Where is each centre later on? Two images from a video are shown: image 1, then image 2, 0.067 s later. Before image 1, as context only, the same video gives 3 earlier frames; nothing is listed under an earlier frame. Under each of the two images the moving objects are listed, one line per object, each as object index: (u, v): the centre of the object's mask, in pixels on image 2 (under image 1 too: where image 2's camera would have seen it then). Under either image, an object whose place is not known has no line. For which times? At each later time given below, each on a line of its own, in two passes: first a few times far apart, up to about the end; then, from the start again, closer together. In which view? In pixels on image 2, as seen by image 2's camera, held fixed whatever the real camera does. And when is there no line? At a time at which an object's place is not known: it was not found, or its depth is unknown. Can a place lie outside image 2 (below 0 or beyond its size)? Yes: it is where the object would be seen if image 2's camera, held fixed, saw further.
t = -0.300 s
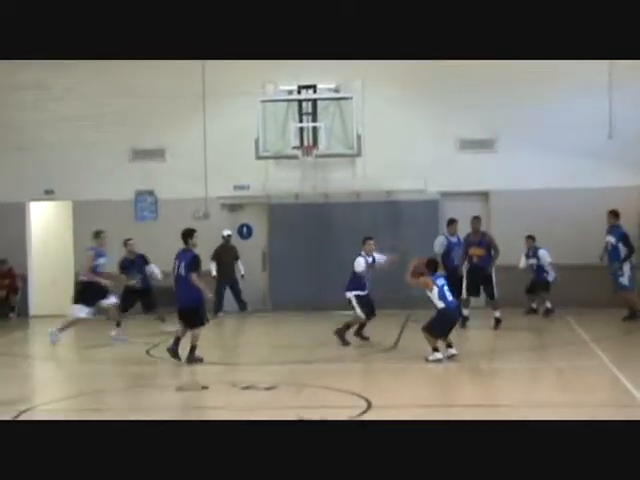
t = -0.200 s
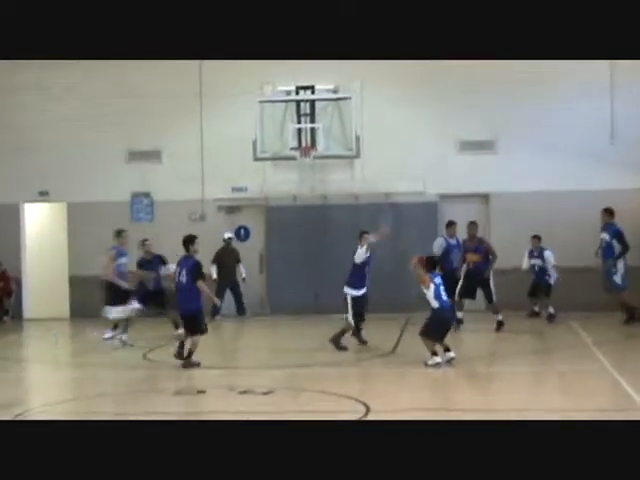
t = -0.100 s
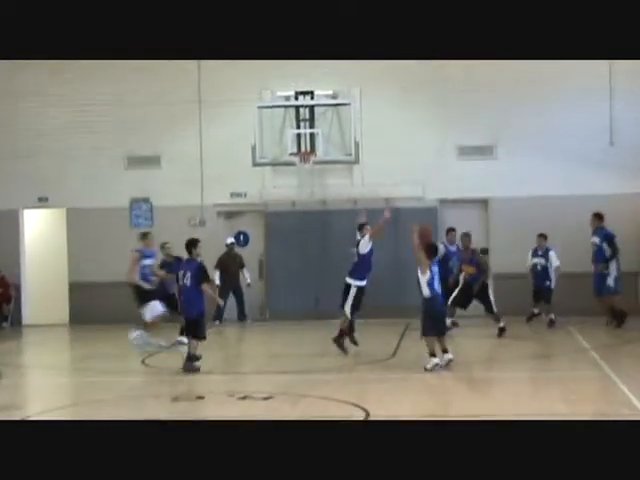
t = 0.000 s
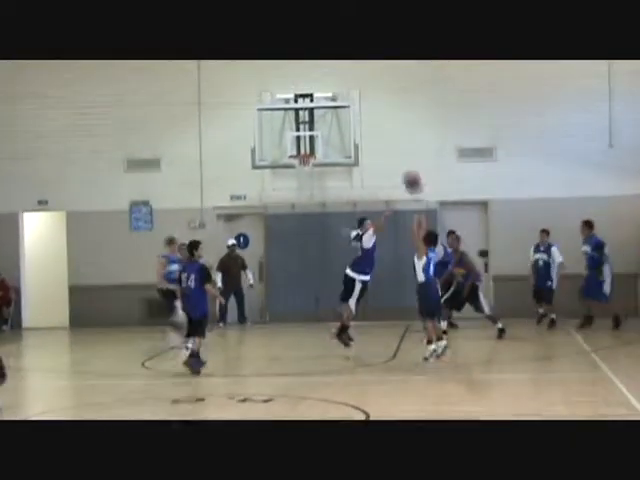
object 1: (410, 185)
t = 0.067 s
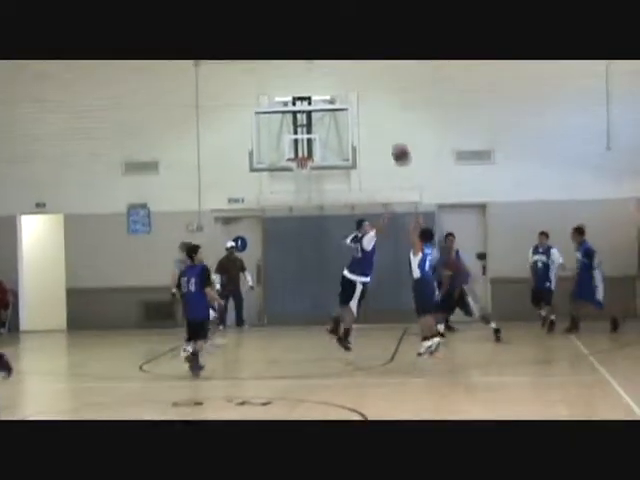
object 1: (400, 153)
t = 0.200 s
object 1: (384, 105)
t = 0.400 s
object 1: (362, 61)
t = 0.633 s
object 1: (339, 47)
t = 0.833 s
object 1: (322, 62)
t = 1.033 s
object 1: (308, 100)
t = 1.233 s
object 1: (294, 150)
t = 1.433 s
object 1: (286, 141)
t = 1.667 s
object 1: (277, 153)
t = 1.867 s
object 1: (268, 175)
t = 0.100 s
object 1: (396, 140)
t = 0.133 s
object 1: (392, 127)
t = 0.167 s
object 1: (388, 116)
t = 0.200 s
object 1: (384, 105)
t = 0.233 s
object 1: (379, 95)
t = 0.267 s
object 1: (376, 87)
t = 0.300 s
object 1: (372, 79)
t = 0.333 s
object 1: (369, 72)
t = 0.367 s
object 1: (365, 66)
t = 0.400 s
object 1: (362, 61)
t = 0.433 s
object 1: (358, 57)
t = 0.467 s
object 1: (354, 53)
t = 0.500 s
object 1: (352, 50)
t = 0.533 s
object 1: (349, 48)
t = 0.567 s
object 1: (345, 48)
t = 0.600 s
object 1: (342, 47)
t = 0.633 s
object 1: (339, 47)
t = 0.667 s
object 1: (336, 48)
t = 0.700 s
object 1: (333, 49)
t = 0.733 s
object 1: (330, 52)
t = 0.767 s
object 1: (327, 54)
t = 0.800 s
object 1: (325, 58)
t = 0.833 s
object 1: (322, 62)
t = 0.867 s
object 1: (319, 67)
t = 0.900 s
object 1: (317, 73)
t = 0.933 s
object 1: (315, 79)
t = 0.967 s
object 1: (312, 85)
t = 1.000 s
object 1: (310, 92)
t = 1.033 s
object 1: (308, 100)
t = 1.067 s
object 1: (304, 107)
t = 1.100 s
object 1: (300, 112)
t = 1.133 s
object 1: (300, 122)
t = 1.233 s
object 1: (294, 150)
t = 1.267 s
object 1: (292, 148)
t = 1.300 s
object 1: (291, 146)
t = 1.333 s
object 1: (290, 143)
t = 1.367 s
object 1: (288, 142)
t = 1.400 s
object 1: (287, 141)
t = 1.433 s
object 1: (286, 141)
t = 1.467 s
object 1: (284, 141)
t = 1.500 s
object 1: (283, 142)
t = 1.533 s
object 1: (282, 144)
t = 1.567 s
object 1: (280, 146)
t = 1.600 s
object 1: (279, 149)
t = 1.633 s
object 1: (278, 151)
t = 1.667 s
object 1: (277, 153)
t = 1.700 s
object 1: (275, 154)
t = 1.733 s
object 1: (273, 158)
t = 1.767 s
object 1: (272, 161)
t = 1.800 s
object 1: (270, 165)
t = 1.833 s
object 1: (269, 171)
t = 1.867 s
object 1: (268, 175)
